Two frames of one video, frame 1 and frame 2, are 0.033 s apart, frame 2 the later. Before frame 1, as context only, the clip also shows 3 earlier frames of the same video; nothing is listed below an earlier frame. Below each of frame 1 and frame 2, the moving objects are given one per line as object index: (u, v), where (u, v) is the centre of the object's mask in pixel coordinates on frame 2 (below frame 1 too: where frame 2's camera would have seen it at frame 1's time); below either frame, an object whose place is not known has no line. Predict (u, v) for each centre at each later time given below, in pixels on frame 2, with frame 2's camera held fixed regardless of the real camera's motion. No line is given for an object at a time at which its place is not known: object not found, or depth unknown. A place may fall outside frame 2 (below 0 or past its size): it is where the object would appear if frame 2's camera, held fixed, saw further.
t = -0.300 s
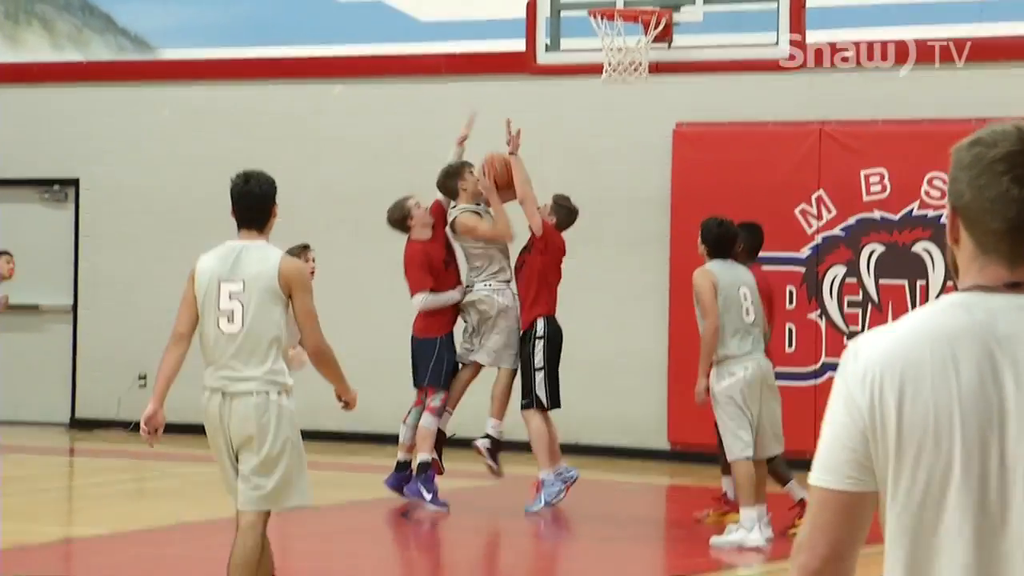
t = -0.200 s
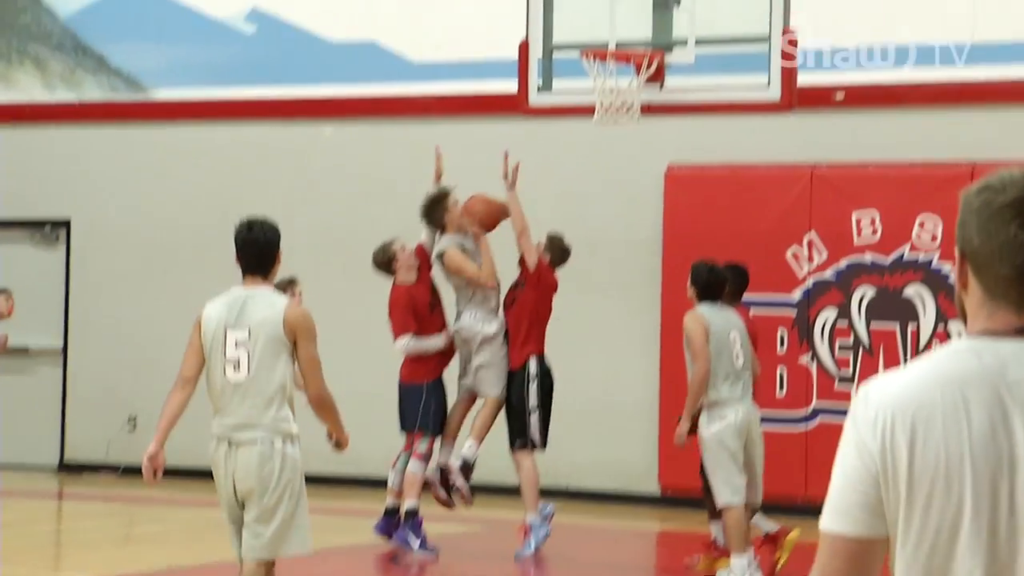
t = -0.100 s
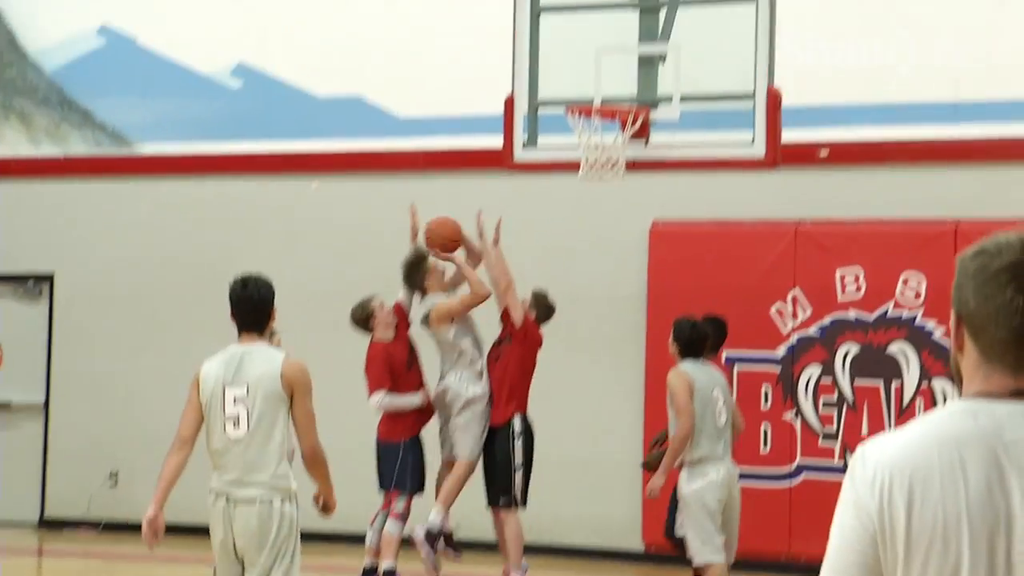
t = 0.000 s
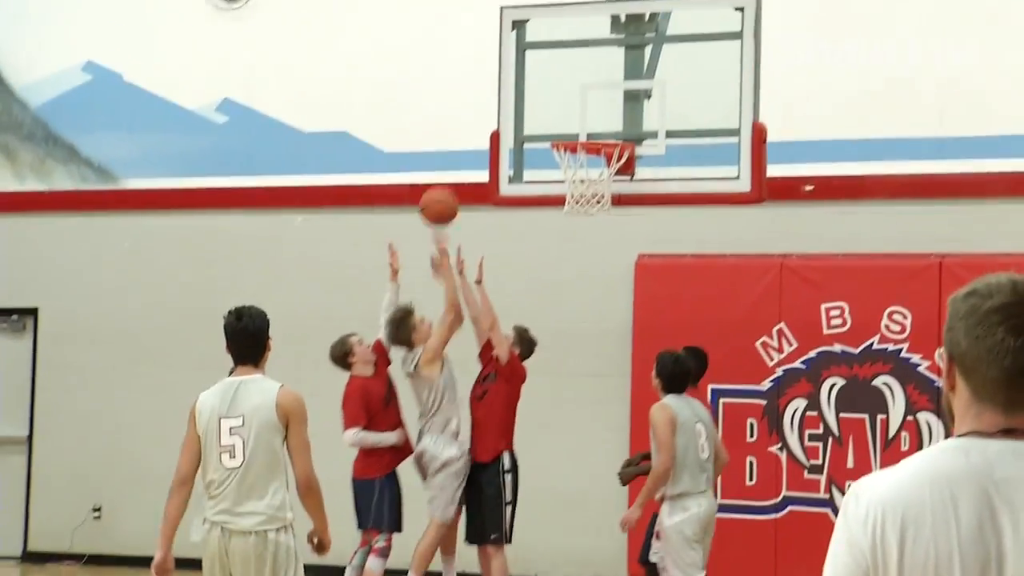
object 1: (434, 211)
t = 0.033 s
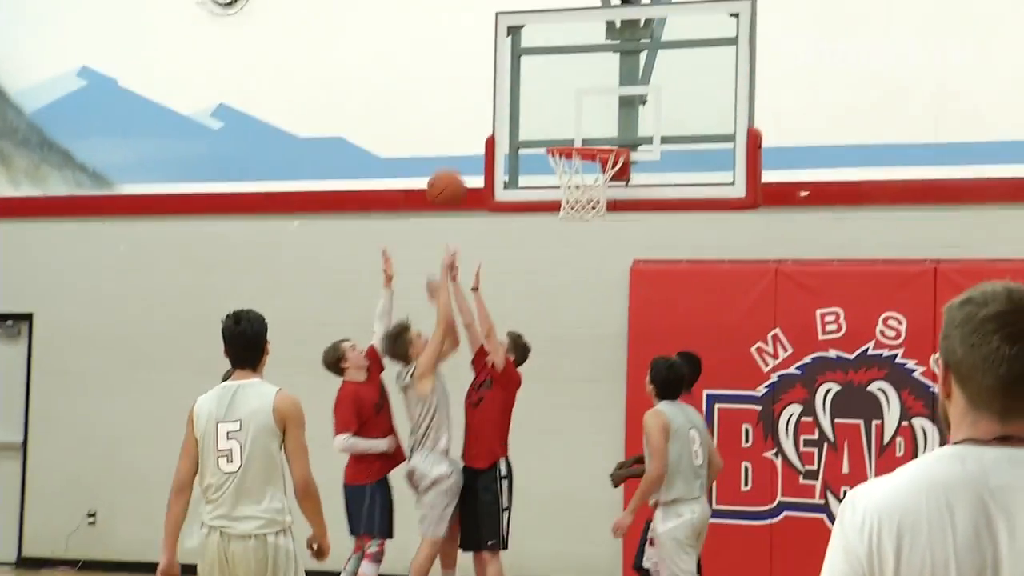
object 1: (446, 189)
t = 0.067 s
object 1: (459, 164)
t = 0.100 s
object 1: (471, 143)
